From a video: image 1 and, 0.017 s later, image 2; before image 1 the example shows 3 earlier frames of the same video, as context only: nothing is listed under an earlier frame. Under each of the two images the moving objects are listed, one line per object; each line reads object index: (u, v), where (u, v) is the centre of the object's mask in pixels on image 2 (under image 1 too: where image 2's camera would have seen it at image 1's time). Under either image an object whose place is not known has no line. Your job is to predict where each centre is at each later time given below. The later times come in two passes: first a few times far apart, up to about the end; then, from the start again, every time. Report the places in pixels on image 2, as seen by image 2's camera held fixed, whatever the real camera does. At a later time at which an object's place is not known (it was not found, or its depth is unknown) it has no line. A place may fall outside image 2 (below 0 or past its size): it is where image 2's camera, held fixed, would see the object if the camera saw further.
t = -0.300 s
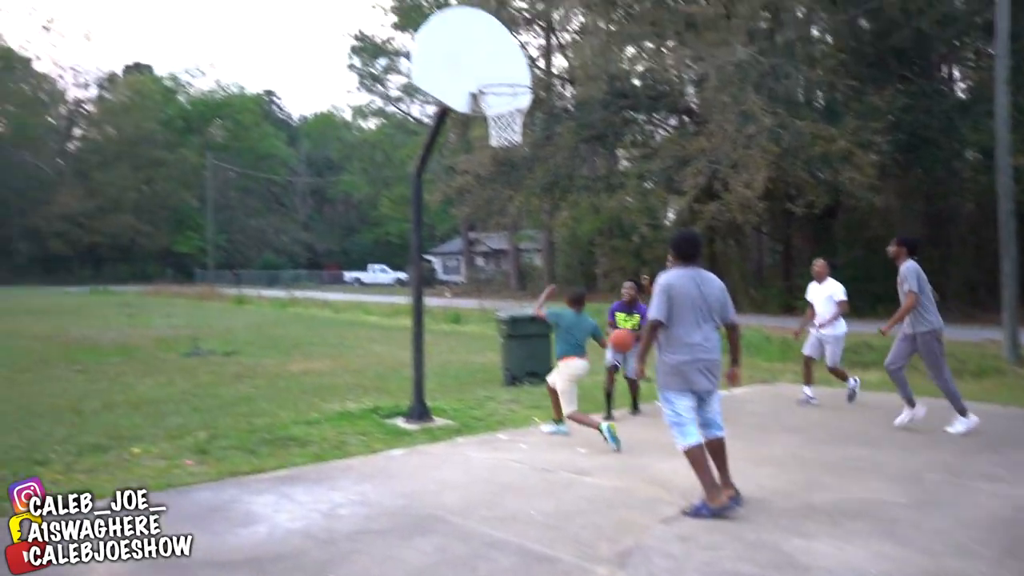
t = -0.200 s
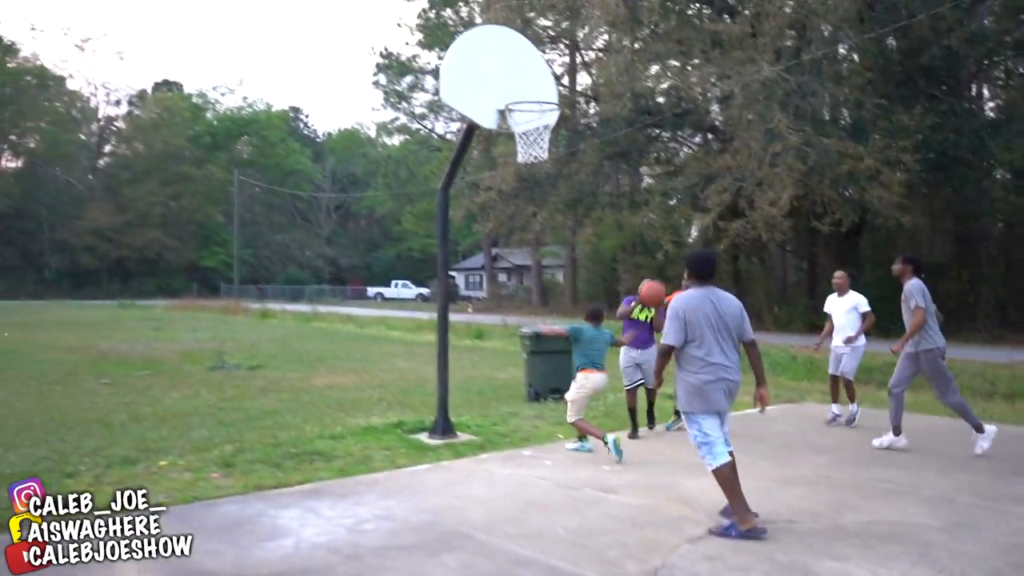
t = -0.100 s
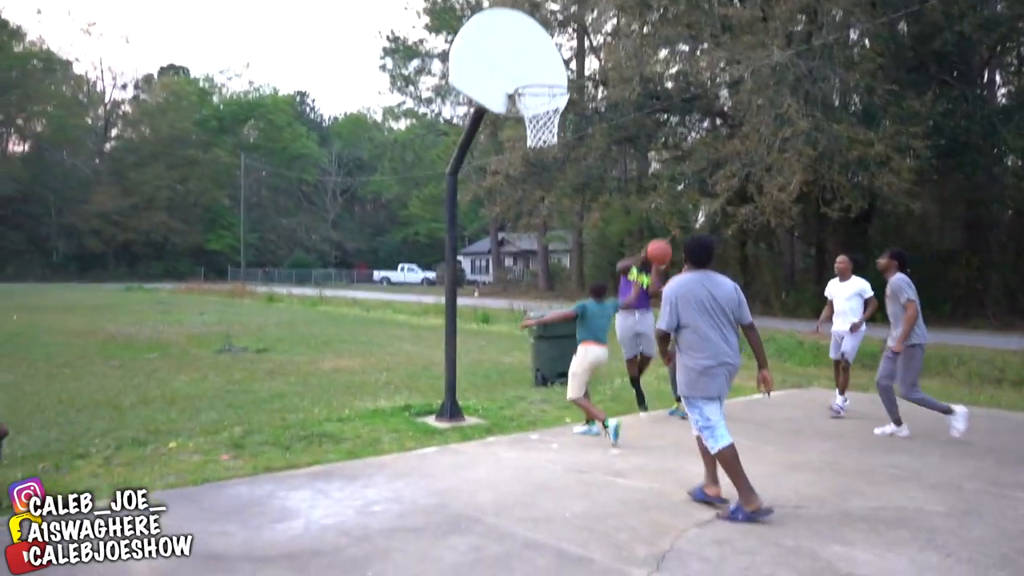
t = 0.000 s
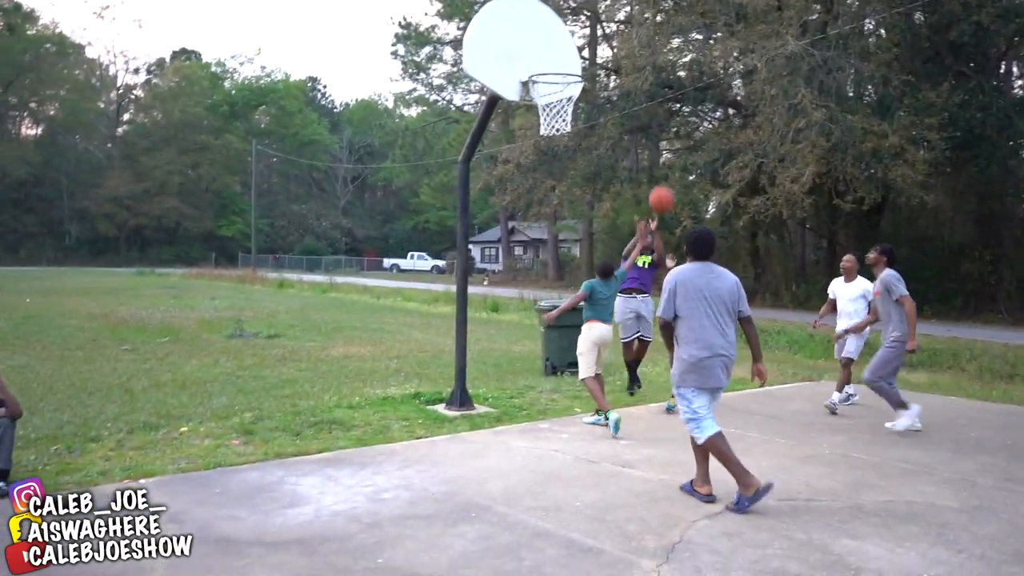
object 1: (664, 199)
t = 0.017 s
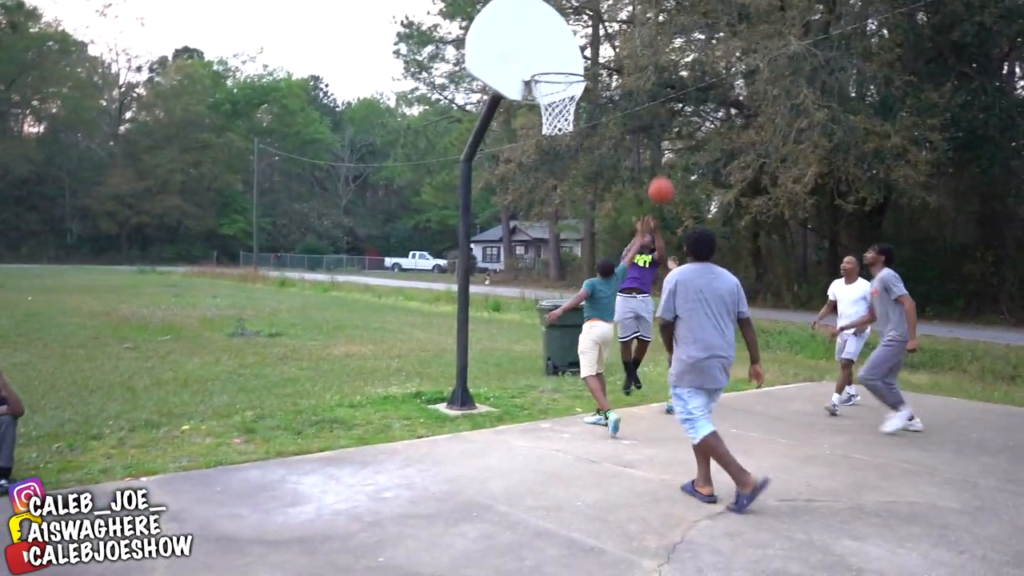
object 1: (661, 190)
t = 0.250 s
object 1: (626, 85)
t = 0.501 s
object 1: (583, 31)
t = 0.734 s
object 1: (538, 42)
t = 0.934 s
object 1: (495, 103)
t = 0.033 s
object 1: (659, 181)
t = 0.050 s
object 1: (656, 172)
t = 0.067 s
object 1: (654, 163)
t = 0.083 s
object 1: (651, 155)
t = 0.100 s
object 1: (649, 147)
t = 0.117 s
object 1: (646, 139)
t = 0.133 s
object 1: (644, 131)
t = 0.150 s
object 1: (641, 124)
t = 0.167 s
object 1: (639, 117)
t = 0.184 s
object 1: (637, 110)
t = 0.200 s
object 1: (634, 104)
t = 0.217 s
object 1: (631, 97)
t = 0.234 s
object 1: (629, 91)
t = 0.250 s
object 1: (626, 85)
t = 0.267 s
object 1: (623, 80)
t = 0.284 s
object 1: (620, 75)
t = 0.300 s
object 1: (617, 70)
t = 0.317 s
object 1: (615, 66)
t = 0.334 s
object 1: (612, 62)
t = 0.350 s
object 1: (609, 57)
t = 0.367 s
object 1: (606, 53)
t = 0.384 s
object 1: (603, 49)
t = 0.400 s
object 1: (600, 46)
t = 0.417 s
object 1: (598, 43)
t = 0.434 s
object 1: (595, 40)
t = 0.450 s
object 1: (593, 37)
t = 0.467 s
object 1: (591, 34)
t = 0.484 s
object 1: (586, 32)
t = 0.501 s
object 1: (583, 31)
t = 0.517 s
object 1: (582, 30)
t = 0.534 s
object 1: (578, 29)
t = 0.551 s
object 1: (574, 27)
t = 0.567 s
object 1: (572, 27)
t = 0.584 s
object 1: (567, 27)
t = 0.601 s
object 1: (565, 27)
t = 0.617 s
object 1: (561, 29)
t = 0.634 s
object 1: (558, 30)
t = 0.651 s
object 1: (555, 31)
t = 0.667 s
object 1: (552, 33)
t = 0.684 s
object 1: (548, 35)
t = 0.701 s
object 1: (545, 37)
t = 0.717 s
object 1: (541, 40)
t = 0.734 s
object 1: (538, 42)
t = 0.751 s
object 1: (535, 46)
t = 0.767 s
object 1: (531, 49)
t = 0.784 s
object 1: (528, 53)
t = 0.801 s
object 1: (524, 57)
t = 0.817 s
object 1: (521, 62)
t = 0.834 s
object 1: (517, 66)
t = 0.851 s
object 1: (513, 71)
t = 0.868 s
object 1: (510, 78)
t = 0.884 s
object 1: (505, 84)
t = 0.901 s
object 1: (501, 90)
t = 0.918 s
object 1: (498, 97)
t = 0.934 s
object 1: (495, 103)
